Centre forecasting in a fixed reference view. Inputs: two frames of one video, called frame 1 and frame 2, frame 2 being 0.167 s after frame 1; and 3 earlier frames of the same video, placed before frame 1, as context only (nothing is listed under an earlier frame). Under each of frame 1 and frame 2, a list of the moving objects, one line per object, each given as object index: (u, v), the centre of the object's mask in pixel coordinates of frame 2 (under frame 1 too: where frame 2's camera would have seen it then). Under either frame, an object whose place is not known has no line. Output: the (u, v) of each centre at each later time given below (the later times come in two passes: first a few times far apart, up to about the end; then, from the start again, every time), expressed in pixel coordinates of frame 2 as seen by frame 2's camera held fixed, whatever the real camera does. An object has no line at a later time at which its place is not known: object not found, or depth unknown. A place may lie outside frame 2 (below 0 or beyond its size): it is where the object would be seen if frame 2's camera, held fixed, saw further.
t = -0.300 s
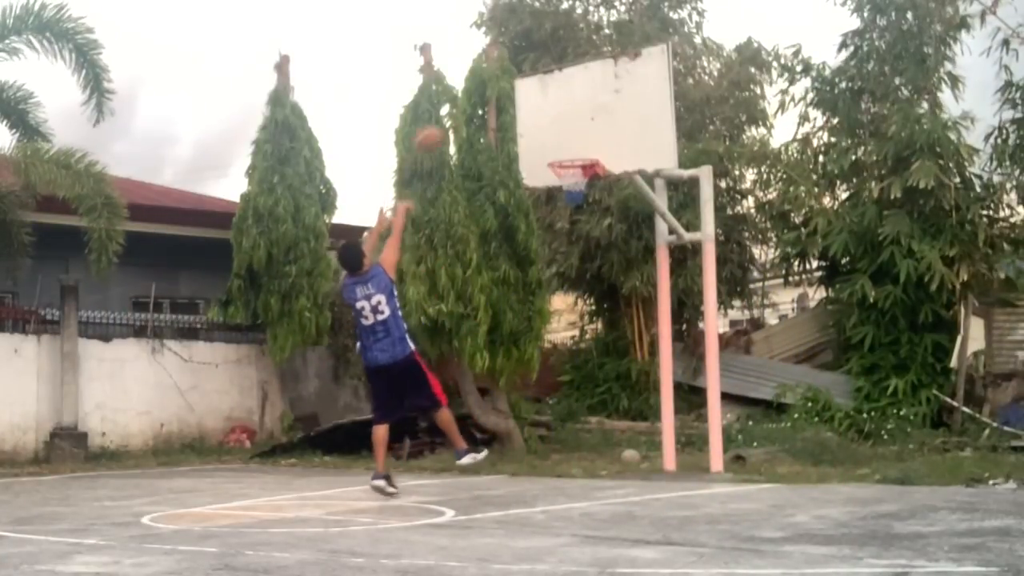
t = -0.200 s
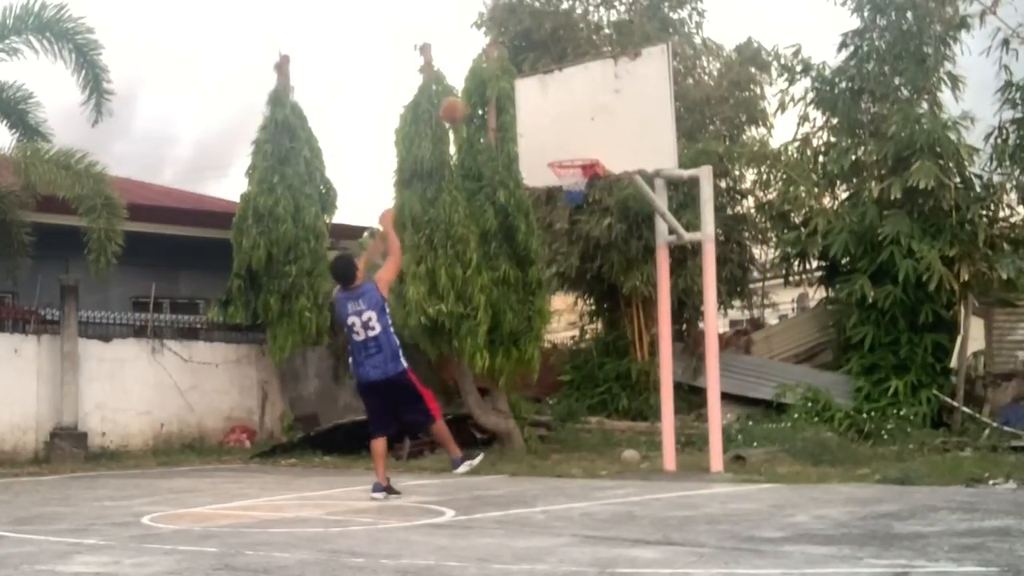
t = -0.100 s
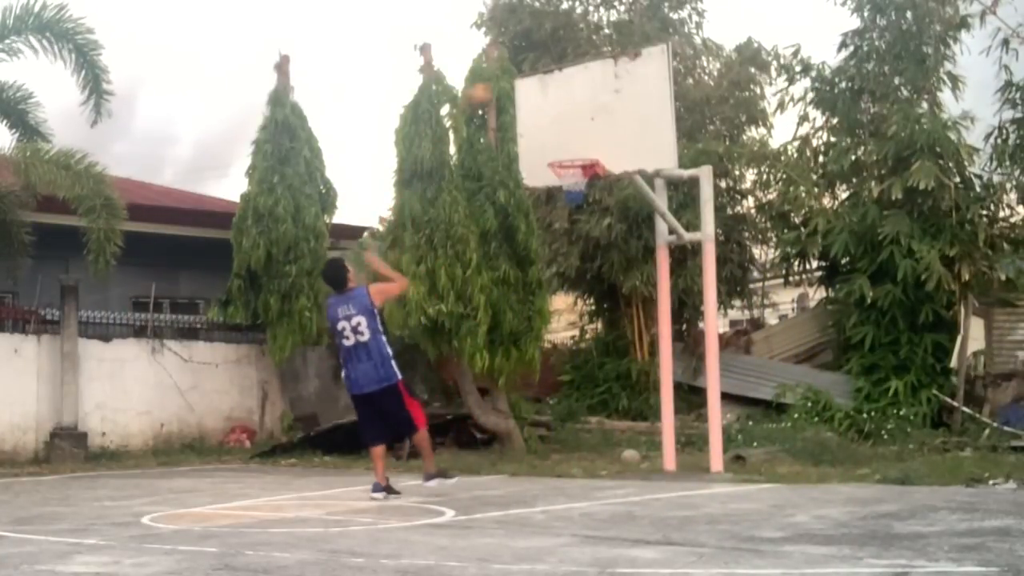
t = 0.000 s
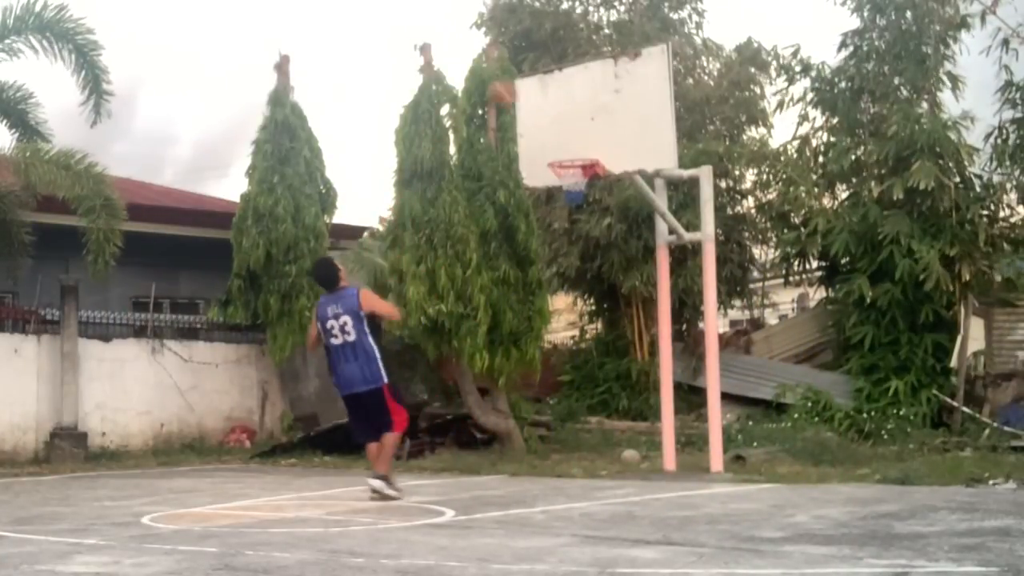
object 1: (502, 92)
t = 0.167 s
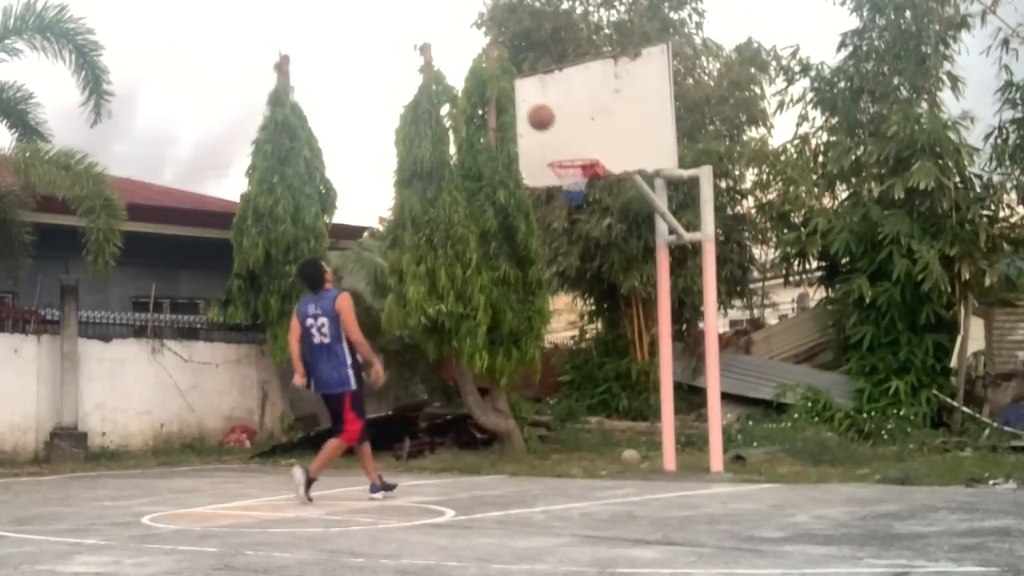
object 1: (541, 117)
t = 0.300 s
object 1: (569, 156)
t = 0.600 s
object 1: (589, 219)
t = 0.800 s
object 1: (598, 301)
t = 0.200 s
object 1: (548, 125)
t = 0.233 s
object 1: (555, 135)
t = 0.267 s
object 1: (562, 145)
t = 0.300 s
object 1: (569, 156)
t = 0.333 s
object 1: (575, 172)
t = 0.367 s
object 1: (582, 176)
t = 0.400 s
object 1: (584, 181)
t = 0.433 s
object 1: (586, 185)
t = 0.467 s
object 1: (586, 190)
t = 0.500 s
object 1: (586, 194)
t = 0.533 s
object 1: (587, 200)
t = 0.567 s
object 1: (589, 209)
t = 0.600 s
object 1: (589, 219)
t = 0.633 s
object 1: (590, 229)
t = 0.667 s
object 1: (591, 242)
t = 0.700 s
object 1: (593, 255)
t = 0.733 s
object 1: (594, 268)
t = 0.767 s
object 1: (596, 283)
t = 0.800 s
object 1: (598, 301)
